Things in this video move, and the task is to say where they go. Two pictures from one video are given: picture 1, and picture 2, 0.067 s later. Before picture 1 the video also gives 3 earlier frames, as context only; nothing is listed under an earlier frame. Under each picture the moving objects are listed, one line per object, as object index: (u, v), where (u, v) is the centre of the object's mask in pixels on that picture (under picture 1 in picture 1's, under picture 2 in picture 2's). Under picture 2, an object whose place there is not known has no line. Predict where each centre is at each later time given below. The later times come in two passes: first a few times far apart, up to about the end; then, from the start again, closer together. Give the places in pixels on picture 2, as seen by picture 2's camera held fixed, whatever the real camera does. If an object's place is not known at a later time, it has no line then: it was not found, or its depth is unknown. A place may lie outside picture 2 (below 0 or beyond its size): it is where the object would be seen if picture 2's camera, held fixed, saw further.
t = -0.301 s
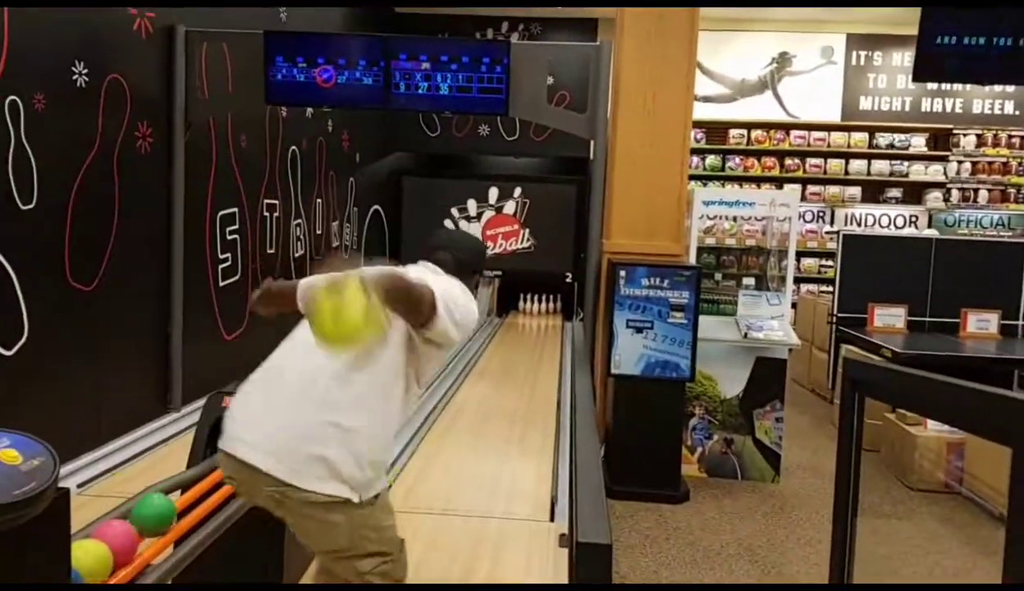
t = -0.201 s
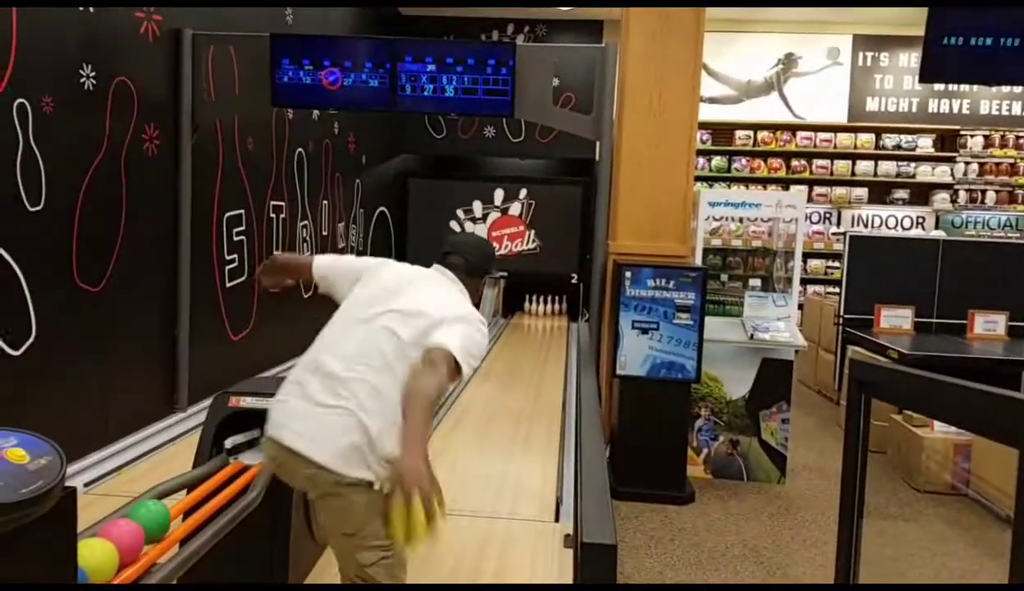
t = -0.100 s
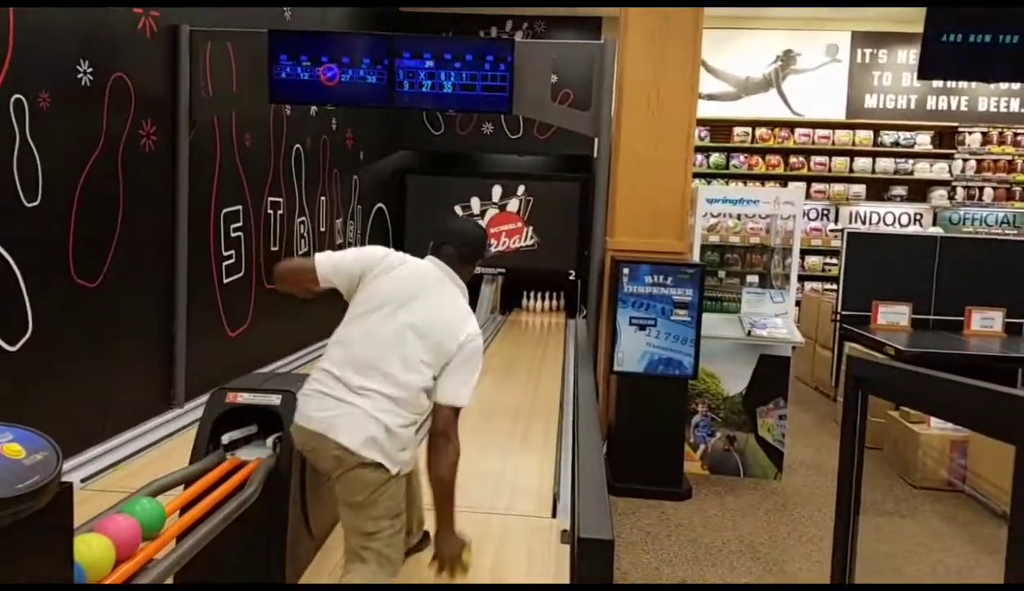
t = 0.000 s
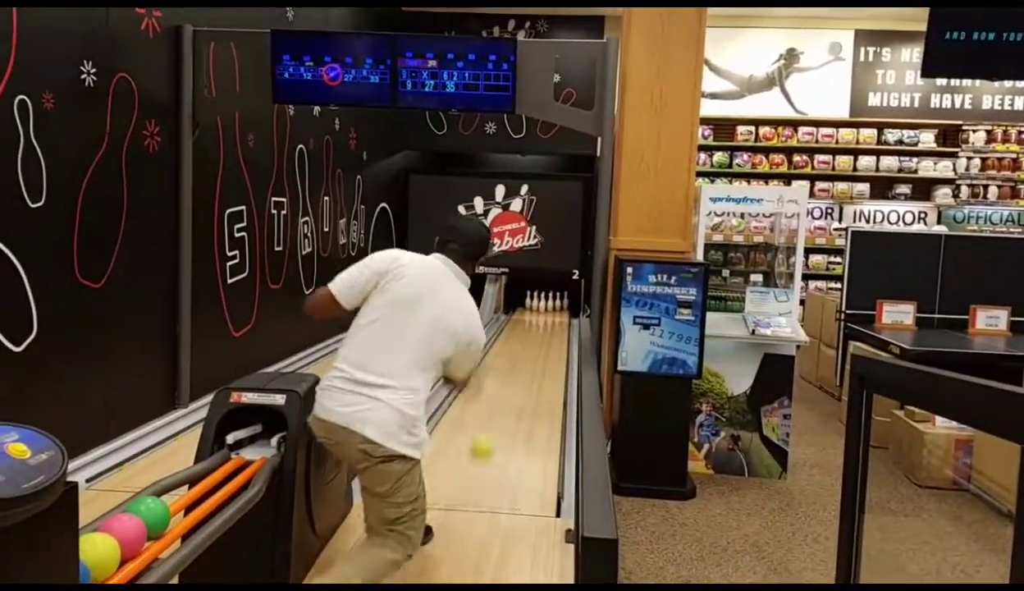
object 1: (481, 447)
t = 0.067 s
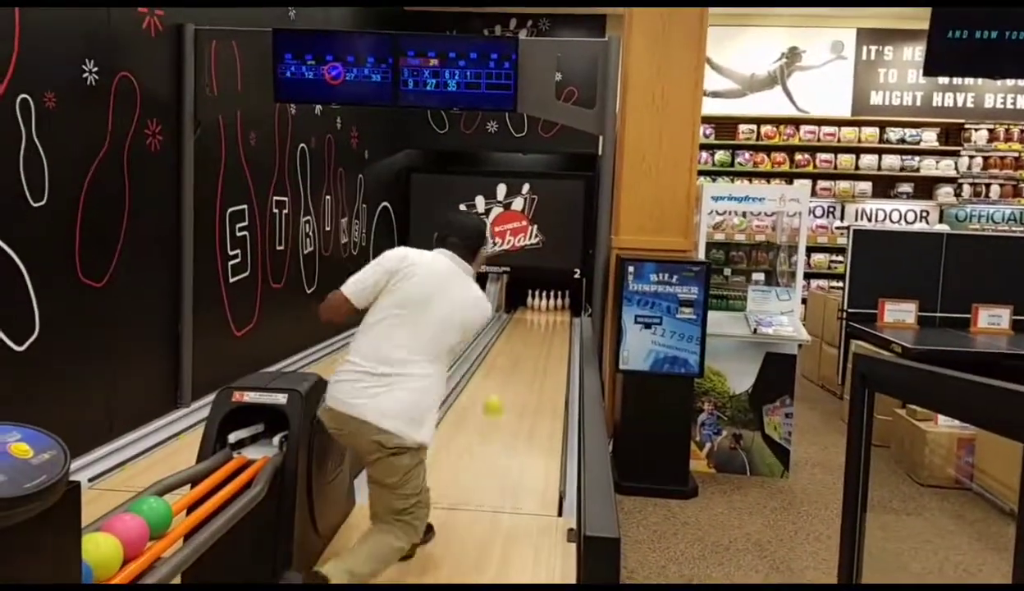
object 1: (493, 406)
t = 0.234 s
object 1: (507, 365)
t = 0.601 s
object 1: (518, 306)
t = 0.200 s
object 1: (504, 372)
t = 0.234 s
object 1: (507, 365)
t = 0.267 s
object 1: (508, 357)
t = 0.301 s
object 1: (509, 348)
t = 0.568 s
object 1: (517, 309)
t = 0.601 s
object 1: (518, 306)
